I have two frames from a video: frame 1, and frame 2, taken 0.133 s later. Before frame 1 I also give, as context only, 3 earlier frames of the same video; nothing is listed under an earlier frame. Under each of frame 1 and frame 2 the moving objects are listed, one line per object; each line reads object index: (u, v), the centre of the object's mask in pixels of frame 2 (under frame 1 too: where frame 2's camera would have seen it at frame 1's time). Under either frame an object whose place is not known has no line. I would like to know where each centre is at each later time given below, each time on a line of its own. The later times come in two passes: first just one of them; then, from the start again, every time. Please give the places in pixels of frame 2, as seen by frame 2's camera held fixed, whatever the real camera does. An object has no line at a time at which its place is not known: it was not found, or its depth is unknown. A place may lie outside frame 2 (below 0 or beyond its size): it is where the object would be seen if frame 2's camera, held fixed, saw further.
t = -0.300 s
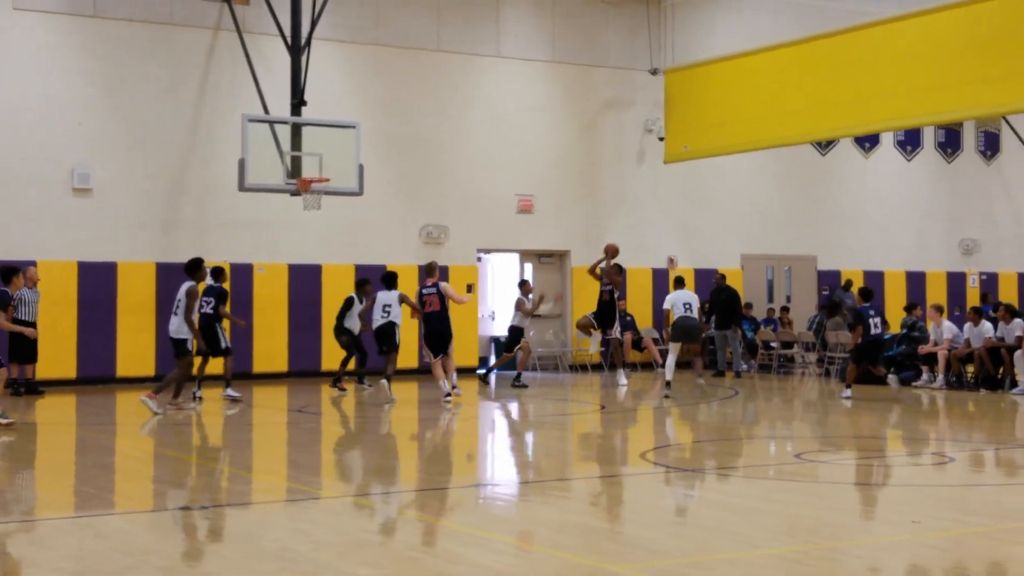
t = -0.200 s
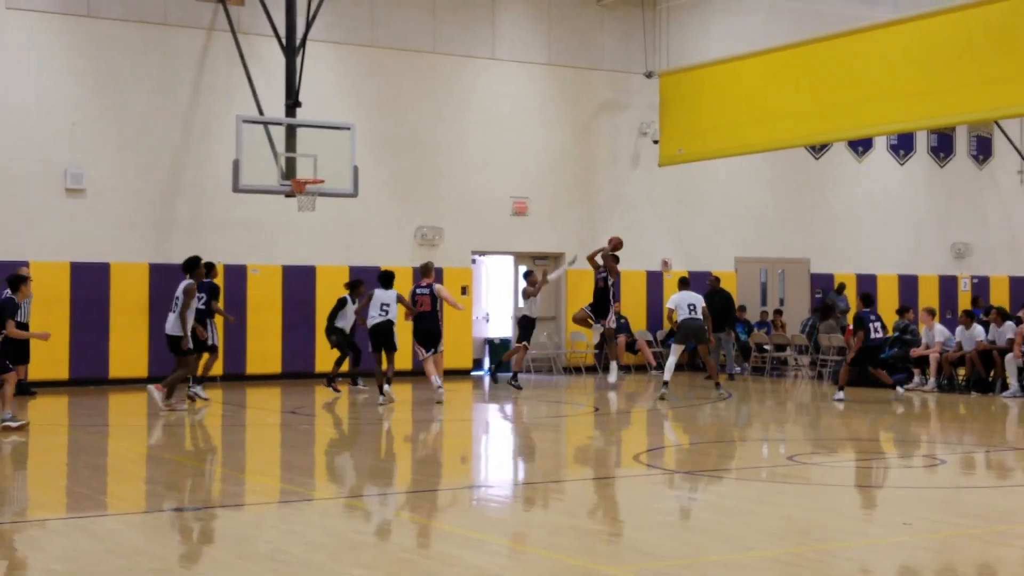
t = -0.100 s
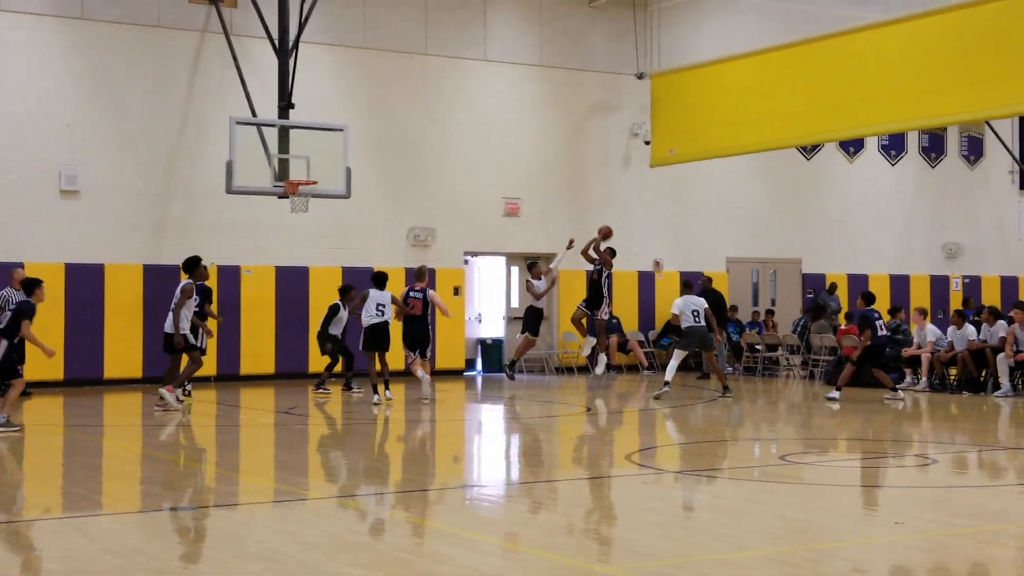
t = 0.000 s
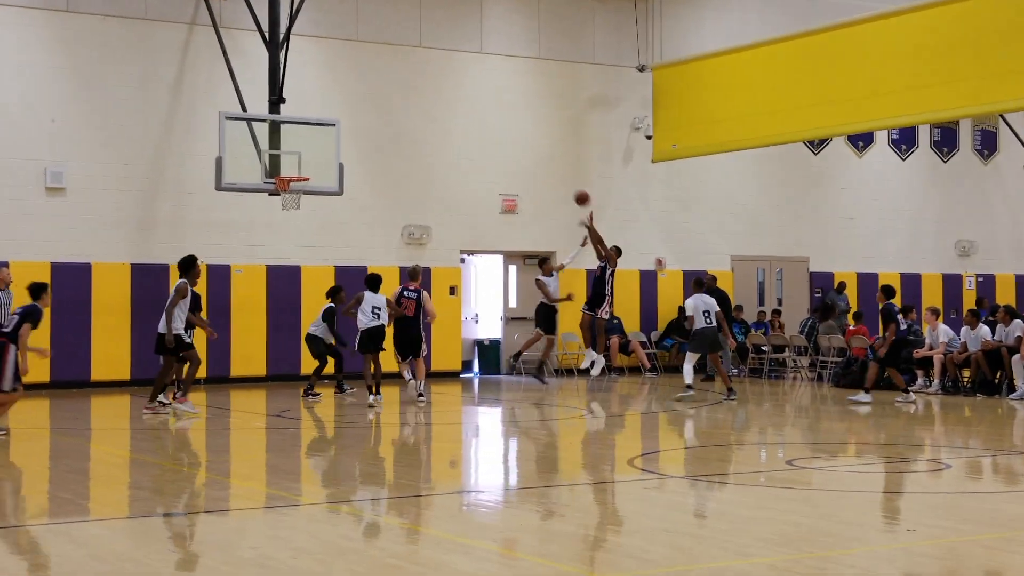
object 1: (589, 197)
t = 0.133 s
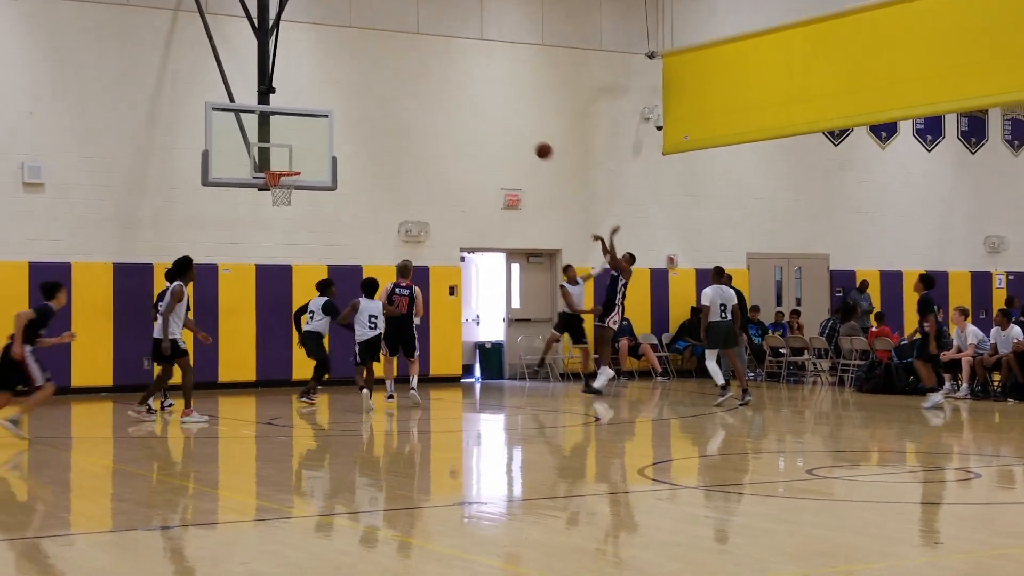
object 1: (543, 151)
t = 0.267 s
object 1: (496, 118)
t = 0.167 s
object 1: (531, 141)
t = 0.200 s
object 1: (519, 132)
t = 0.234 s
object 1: (507, 124)
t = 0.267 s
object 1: (496, 118)
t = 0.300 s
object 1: (486, 111)
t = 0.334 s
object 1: (474, 104)
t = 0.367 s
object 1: (462, 99)
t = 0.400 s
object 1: (451, 95)
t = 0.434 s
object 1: (439, 92)
